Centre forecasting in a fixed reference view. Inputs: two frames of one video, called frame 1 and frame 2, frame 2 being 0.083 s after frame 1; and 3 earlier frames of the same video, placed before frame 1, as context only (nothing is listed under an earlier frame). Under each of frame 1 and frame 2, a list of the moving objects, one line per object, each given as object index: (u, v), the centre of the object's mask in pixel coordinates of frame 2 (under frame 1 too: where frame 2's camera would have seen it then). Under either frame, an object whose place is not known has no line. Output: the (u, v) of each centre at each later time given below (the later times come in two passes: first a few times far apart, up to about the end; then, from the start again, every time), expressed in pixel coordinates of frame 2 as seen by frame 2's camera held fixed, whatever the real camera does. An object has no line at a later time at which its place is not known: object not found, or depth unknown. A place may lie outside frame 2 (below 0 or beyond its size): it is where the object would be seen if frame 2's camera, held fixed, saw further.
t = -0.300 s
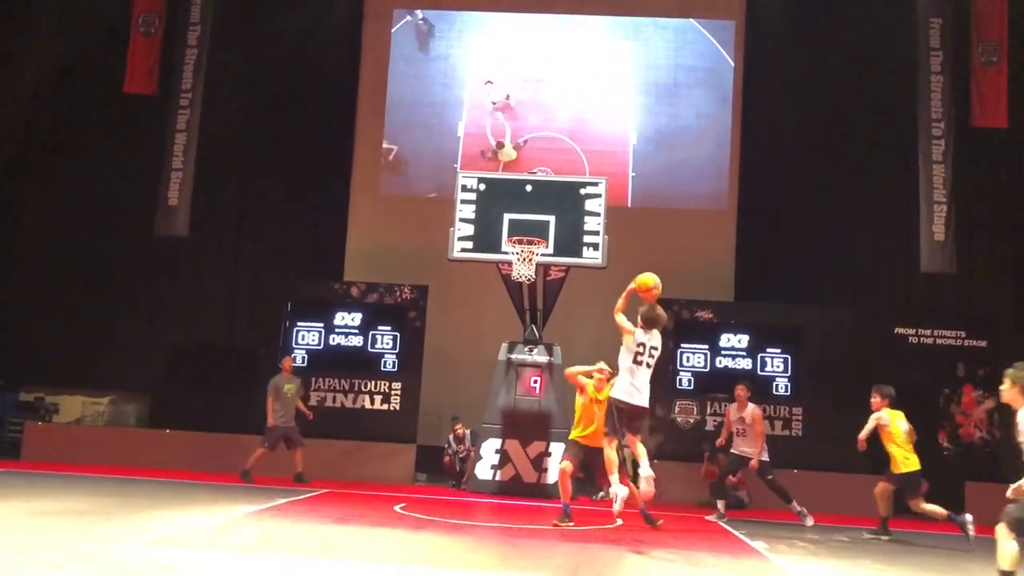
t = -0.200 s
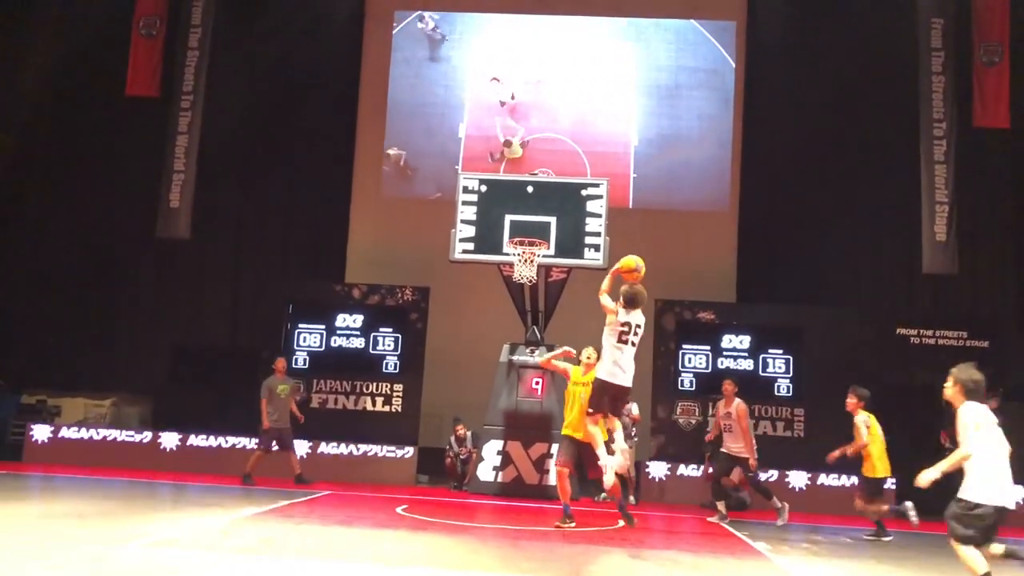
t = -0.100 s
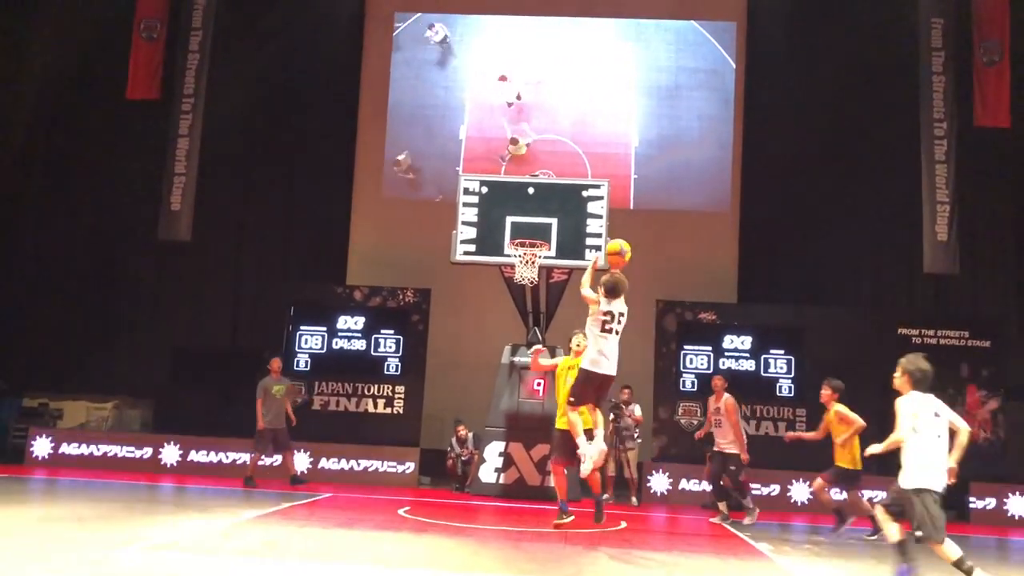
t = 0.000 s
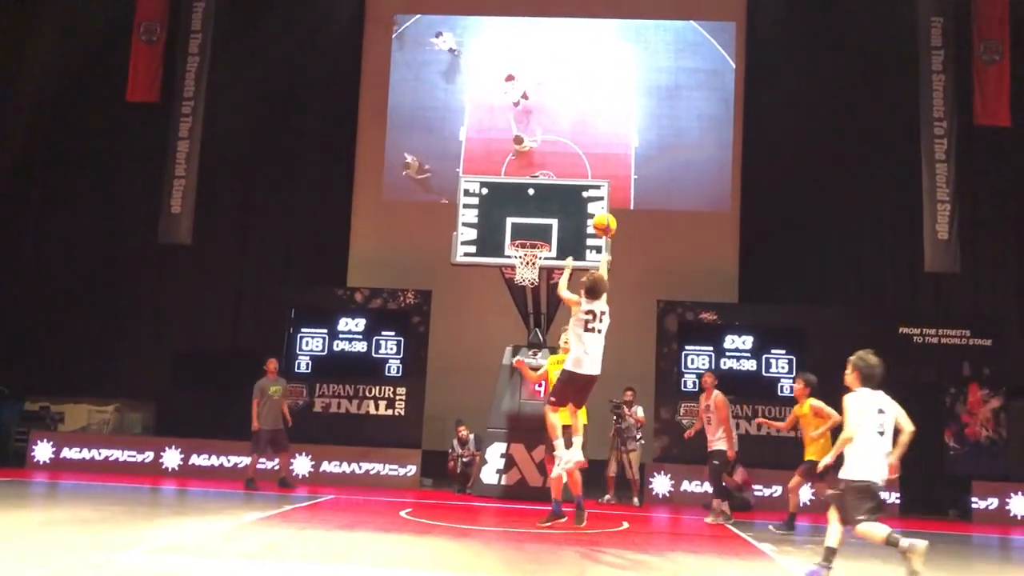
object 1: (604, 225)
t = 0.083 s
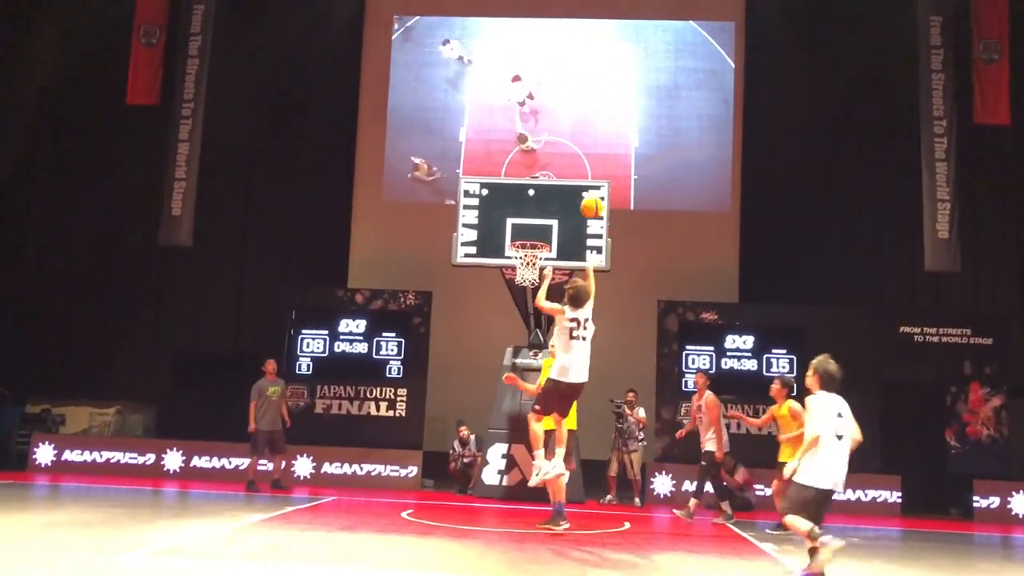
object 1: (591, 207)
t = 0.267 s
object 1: (567, 194)
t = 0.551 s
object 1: (533, 231)
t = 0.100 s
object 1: (589, 204)
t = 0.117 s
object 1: (587, 202)
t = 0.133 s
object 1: (584, 200)
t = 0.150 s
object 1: (582, 198)
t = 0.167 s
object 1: (580, 197)
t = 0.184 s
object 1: (578, 196)
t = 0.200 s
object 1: (576, 195)
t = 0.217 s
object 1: (574, 194)
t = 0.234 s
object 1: (571, 194)
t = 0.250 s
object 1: (570, 194)
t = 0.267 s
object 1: (567, 194)
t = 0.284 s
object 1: (565, 194)
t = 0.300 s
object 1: (563, 194)
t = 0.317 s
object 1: (561, 195)
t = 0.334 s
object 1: (559, 196)
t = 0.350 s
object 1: (557, 197)
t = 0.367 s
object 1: (555, 199)
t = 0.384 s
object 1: (553, 200)
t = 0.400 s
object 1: (551, 202)
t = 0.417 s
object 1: (549, 205)
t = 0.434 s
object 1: (547, 207)
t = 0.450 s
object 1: (545, 209)
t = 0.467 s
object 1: (543, 211)
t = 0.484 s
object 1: (541, 215)
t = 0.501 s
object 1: (539, 218)
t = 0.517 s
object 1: (537, 222)
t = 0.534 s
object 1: (535, 225)
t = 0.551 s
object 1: (533, 231)
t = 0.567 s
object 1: (531, 233)
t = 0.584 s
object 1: (529, 235)
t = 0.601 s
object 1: (528, 237)
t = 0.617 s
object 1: (527, 237)
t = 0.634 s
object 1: (526, 236)
